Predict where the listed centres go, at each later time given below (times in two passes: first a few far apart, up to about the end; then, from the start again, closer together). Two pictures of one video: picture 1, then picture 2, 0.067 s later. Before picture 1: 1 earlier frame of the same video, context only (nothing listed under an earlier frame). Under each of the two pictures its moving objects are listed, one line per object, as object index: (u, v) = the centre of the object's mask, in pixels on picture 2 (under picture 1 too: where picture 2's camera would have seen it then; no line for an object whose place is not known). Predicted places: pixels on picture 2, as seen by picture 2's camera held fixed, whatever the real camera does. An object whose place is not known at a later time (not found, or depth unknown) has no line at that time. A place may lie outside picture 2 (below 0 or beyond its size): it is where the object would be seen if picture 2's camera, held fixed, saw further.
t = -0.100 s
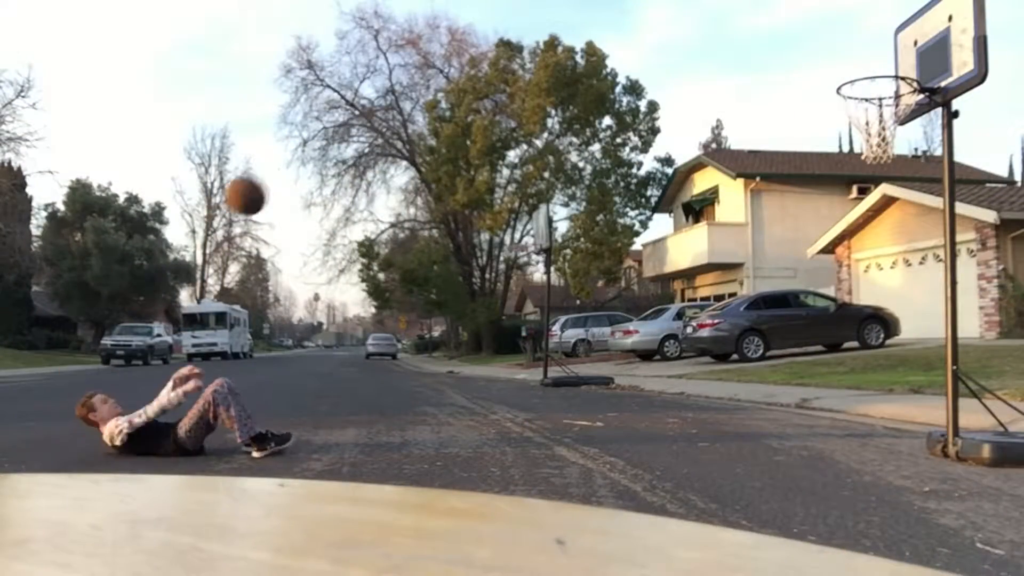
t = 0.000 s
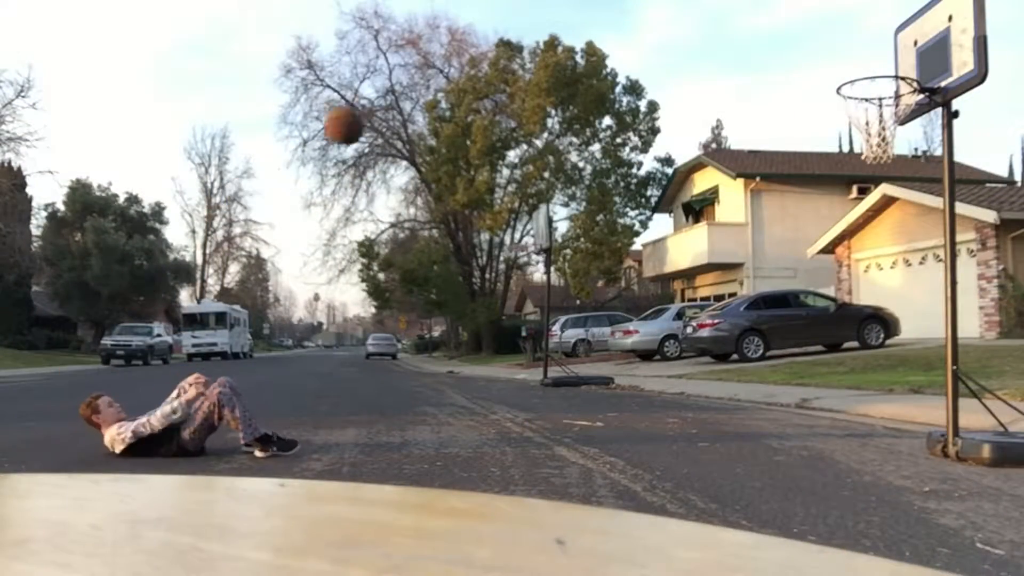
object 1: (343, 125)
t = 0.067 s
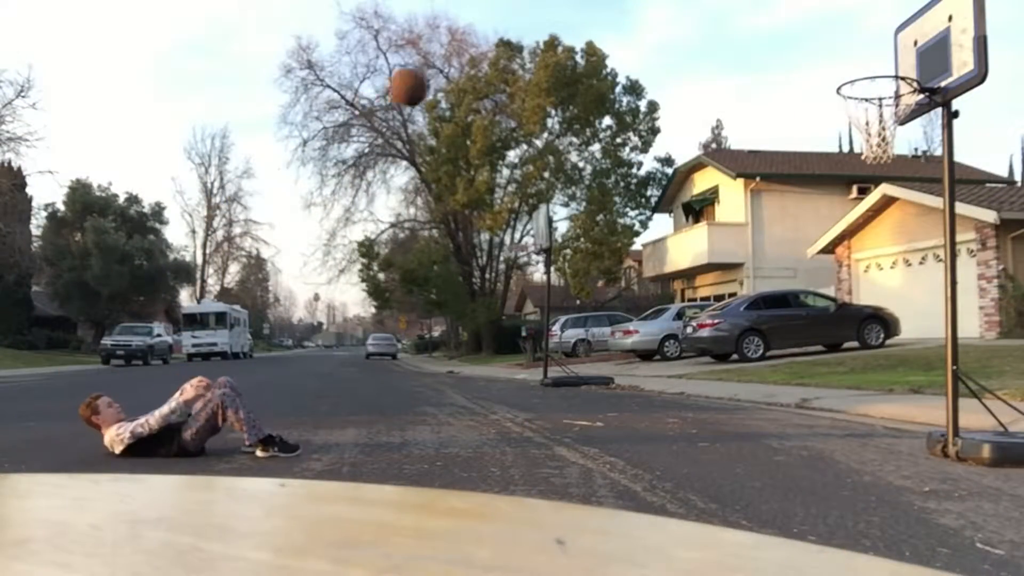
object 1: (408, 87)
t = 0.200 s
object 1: (532, 34)
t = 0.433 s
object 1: (741, 11)
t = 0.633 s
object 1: (915, 50)
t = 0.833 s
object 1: (879, 108)
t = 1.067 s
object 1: (906, 148)
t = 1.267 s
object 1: (911, 213)
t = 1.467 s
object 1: (920, 340)
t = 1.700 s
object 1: (917, 359)
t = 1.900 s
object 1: (903, 262)
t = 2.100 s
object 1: (891, 230)
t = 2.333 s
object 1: (881, 272)
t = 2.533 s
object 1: (874, 374)
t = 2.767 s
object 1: (866, 362)
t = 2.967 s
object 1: (857, 301)
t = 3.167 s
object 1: (851, 304)
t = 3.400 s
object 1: (848, 387)
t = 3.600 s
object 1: (845, 389)
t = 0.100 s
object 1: (438, 71)
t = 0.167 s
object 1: (502, 44)
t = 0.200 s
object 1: (532, 34)
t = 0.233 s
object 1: (562, 24)
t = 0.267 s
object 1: (593, 17)
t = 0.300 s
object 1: (622, 14)
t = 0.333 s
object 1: (652, 12)
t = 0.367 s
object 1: (682, 11)
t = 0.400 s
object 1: (711, 11)
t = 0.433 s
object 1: (741, 11)
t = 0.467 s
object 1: (770, 13)
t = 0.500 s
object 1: (800, 16)
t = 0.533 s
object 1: (829, 21)
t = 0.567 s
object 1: (857, 29)
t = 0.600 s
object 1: (887, 39)
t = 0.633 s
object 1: (915, 50)
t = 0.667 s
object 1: (906, 58)
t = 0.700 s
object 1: (891, 68)
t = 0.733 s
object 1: (875, 79)
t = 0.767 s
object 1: (865, 90)
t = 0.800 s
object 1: (873, 99)
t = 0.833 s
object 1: (879, 108)
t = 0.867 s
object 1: (889, 123)
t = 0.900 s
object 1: (896, 132)
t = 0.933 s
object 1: (899, 137)
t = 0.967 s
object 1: (903, 137)
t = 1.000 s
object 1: (903, 139)
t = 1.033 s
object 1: (904, 142)
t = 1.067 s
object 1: (906, 148)
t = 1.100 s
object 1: (906, 154)
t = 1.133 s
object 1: (906, 162)
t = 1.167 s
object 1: (908, 172)
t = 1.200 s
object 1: (909, 182)
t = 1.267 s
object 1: (911, 213)
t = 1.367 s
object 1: (915, 268)
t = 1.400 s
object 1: (917, 290)
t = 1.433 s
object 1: (919, 314)
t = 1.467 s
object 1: (920, 340)
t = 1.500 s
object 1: (921, 366)
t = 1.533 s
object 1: (923, 394)
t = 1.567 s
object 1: (925, 426)
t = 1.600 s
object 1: (924, 432)
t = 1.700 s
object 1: (917, 359)
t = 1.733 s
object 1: (914, 338)
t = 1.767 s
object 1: (912, 318)
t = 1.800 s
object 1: (910, 301)
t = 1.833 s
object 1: (908, 287)
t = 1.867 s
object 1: (905, 273)
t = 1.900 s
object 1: (903, 262)
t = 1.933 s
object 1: (901, 252)
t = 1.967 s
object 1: (899, 244)
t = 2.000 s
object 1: (897, 238)
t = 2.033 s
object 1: (895, 233)
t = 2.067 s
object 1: (893, 231)
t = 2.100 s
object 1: (891, 230)
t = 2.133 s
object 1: (890, 230)
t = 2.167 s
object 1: (888, 233)
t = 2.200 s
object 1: (887, 237)
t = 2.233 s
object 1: (885, 243)
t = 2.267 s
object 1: (883, 251)
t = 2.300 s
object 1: (882, 260)
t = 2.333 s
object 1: (881, 272)
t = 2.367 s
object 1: (880, 284)
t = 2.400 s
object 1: (878, 299)
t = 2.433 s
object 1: (877, 315)
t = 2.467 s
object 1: (876, 332)
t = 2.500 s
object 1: (874, 353)
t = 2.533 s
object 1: (874, 374)
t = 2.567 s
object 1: (873, 397)
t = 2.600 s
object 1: (873, 423)
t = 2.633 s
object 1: (872, 440)
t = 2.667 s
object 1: (871, 418)
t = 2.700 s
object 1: (868, 397)
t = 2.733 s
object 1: (867, 379)
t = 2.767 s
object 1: (866, 362)
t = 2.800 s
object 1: (864, 347)
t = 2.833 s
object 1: (863, 334)
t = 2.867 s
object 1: (861, 323)
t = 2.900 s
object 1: (860, 314)
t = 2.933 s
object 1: (858, 307)
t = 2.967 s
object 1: (857, 301)
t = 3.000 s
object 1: (856, 297)
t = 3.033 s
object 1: (856, 296)
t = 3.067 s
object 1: (854, 295)
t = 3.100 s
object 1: (854, 296)
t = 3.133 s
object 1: (852, 300)
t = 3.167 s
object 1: (851, 304)
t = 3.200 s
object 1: (850, 311)
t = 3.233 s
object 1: (850, 320)
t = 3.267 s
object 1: (849, 329)
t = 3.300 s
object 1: (849, 341)
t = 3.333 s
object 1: (848, 355)
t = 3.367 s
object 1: (848, 370)
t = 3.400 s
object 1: (848, 387)
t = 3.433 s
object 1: (848, 406)
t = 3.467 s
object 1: (848, 428)
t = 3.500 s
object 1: (847, 438)
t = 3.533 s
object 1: (847, 421)
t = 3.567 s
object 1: (846, 403)
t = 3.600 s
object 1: (845, 389)
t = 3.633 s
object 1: (844, 376)
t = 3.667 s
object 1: (844, 365)
